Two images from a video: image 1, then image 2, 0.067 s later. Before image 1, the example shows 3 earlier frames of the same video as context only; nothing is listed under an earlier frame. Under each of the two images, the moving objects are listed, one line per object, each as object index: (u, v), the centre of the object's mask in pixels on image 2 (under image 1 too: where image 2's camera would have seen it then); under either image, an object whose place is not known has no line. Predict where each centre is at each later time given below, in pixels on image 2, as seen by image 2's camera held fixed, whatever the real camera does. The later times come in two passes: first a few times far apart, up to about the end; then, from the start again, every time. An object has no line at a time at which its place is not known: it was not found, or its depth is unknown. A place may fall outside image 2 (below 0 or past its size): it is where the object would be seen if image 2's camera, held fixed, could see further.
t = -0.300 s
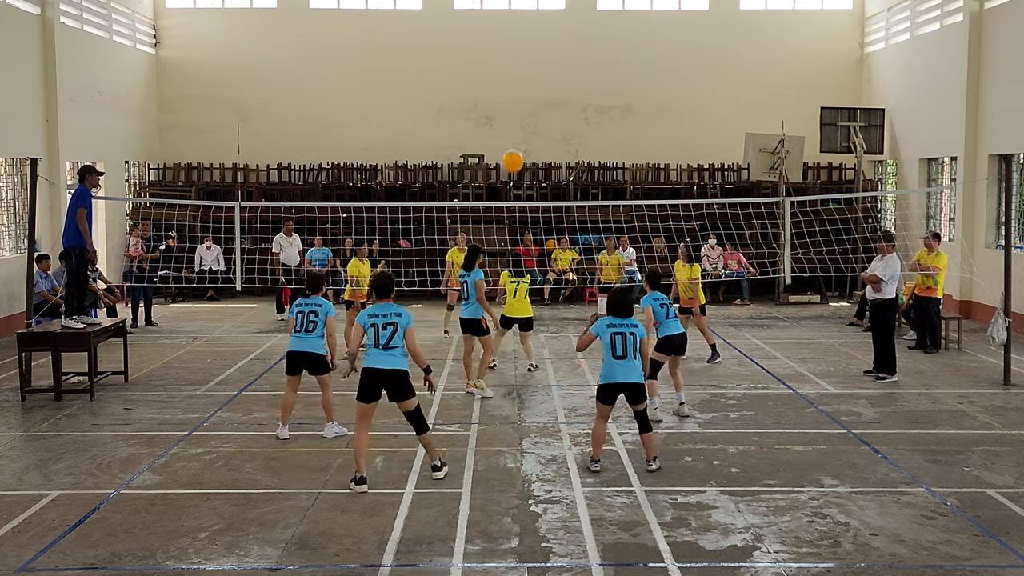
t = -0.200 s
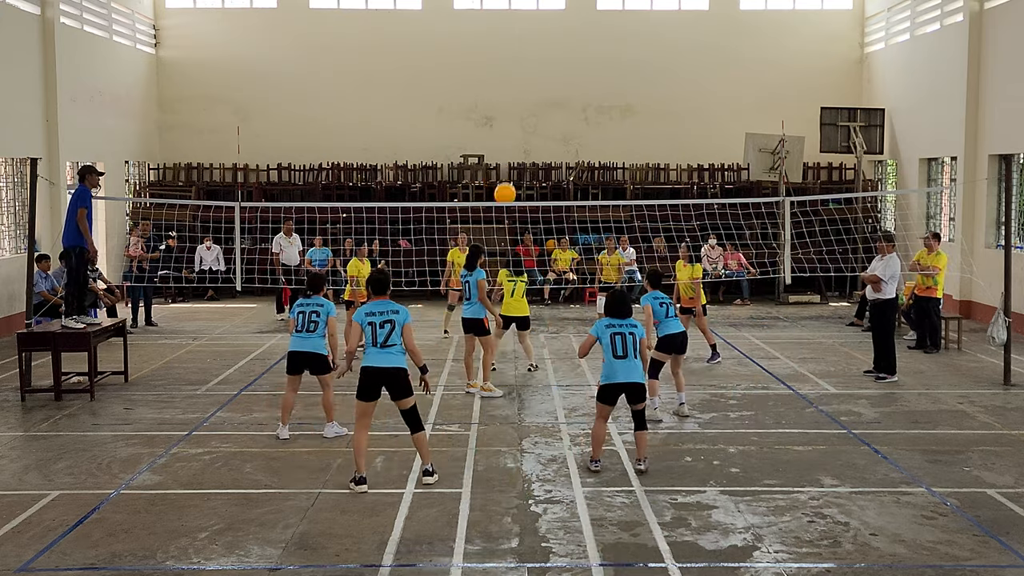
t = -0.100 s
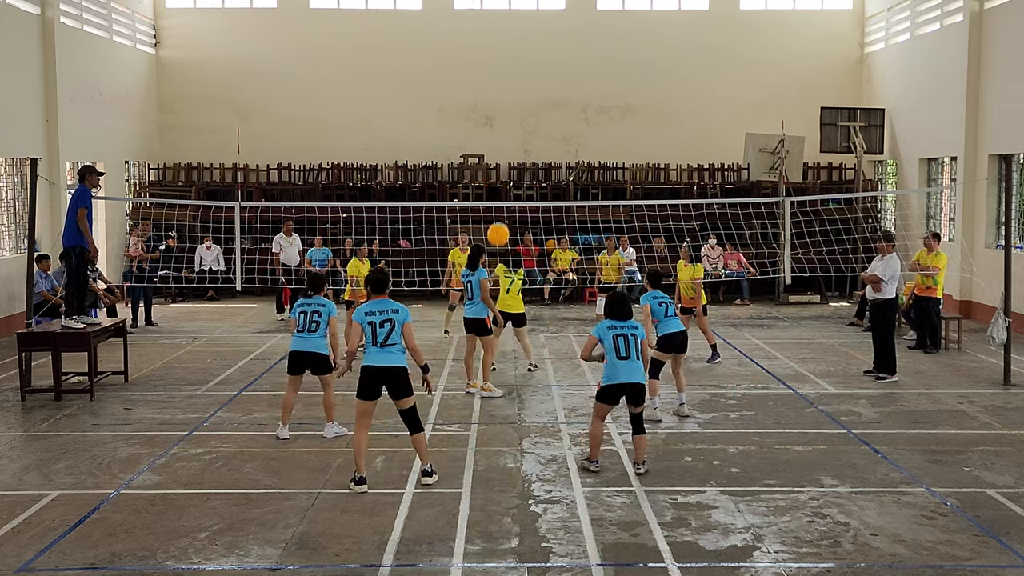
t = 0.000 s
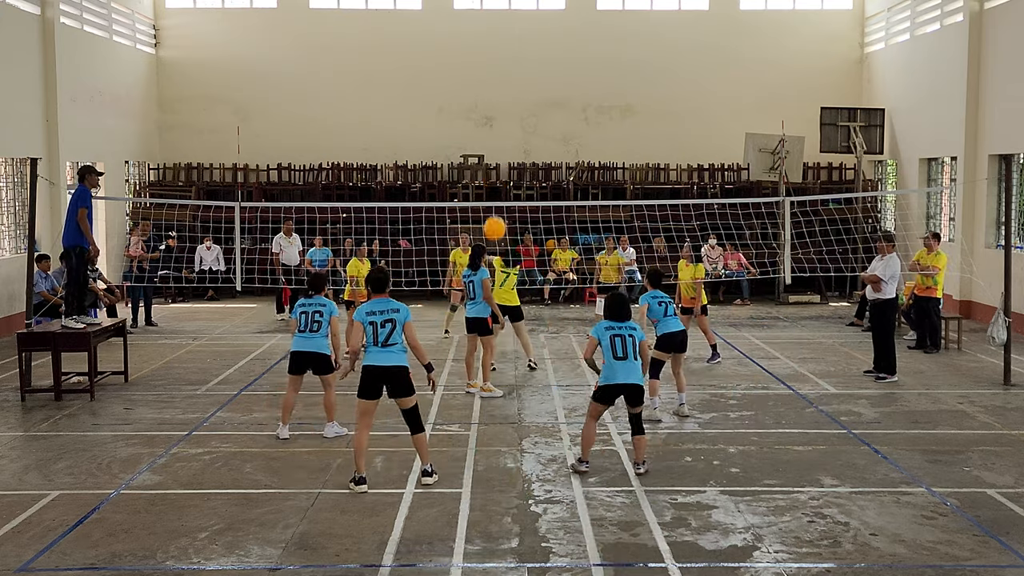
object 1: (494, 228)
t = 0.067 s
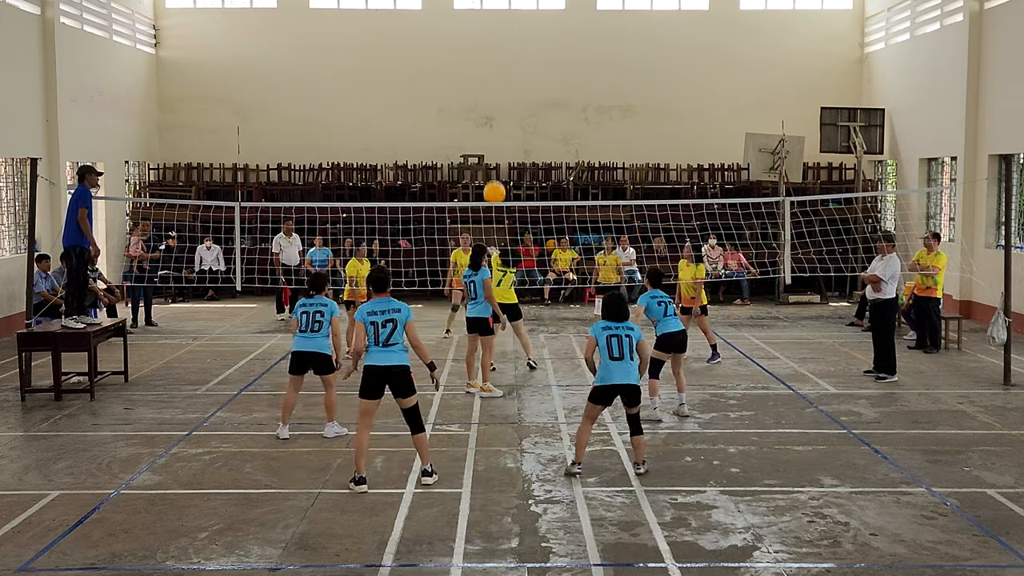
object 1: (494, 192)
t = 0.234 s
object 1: (493, 122)
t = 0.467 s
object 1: (490, 62)
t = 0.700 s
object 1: (487, 46)
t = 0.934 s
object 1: (484, 70)
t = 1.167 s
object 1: (482, 128)
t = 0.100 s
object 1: (494, 177)
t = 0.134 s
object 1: (494, 163)
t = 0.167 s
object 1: (493, 147)
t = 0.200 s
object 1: (493, 134)
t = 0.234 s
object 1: (493, 122)
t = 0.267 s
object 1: (493, 111)
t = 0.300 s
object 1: (493, 101)
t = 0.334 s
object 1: (492, 91)
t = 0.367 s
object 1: (492, 82)
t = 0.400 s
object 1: (491, 75)
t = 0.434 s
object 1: (491, 68)
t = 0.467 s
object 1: (490, 62)
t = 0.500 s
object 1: (490, 58)
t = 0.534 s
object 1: (489, 53)
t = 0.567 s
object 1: (489, 50)
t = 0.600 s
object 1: (488, 48)
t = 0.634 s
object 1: (488, 47)
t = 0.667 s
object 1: (487, 46)
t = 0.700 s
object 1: (487, 46)
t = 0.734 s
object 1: (486, 47)
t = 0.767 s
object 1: (486, 49)
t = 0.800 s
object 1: (486, 52)
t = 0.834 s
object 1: (485, 55)
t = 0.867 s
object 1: (485, 59)
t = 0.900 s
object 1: (484, 64)
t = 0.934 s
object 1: (484, 70)
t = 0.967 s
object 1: (483, 76)
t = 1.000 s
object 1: (483, 83)
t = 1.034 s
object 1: (483, 91)
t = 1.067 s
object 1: (482, 99)
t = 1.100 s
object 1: (482, 108)
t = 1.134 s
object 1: (482, 117)
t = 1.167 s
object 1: (482, 128)
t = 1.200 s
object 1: (481, 139)
